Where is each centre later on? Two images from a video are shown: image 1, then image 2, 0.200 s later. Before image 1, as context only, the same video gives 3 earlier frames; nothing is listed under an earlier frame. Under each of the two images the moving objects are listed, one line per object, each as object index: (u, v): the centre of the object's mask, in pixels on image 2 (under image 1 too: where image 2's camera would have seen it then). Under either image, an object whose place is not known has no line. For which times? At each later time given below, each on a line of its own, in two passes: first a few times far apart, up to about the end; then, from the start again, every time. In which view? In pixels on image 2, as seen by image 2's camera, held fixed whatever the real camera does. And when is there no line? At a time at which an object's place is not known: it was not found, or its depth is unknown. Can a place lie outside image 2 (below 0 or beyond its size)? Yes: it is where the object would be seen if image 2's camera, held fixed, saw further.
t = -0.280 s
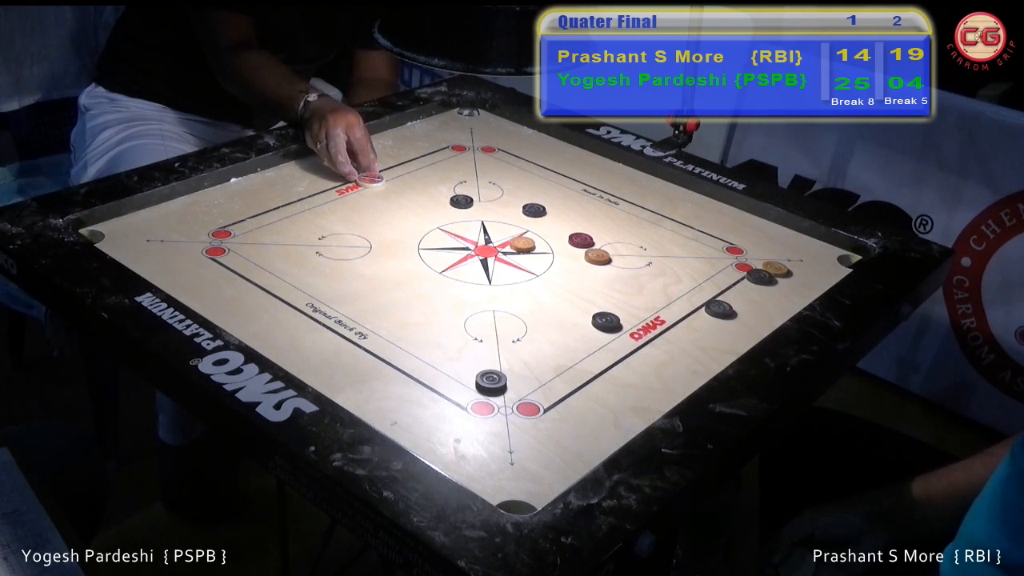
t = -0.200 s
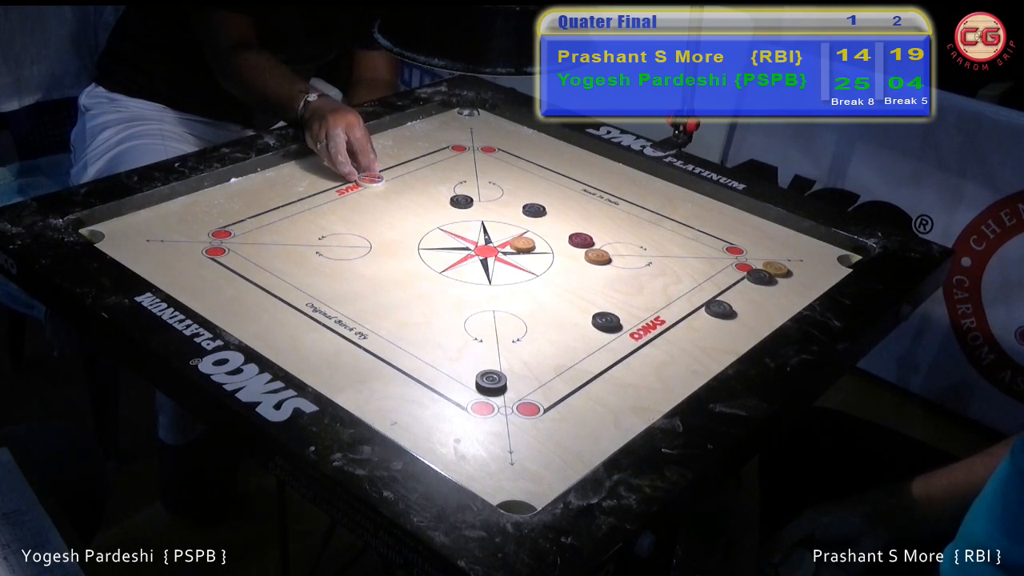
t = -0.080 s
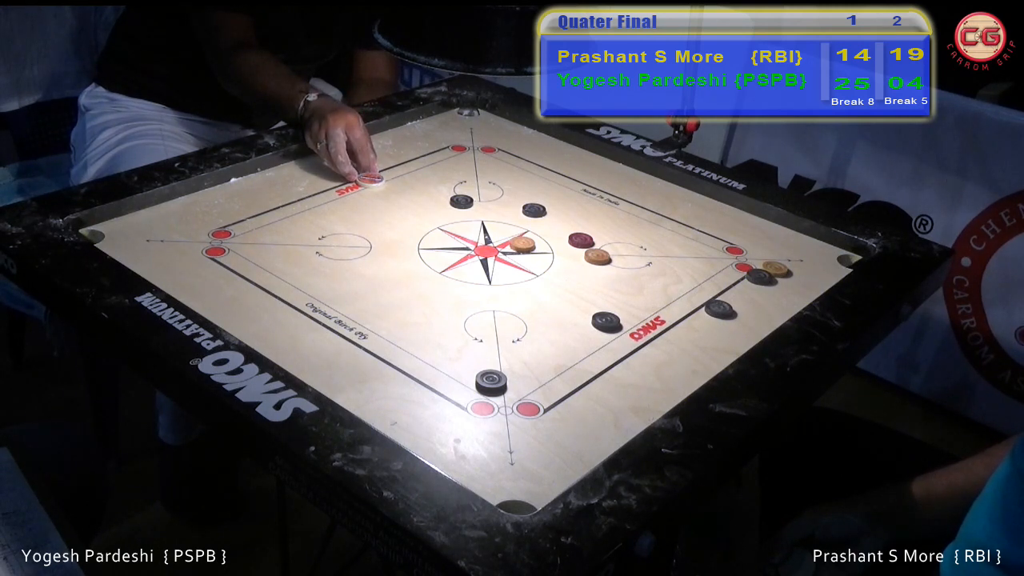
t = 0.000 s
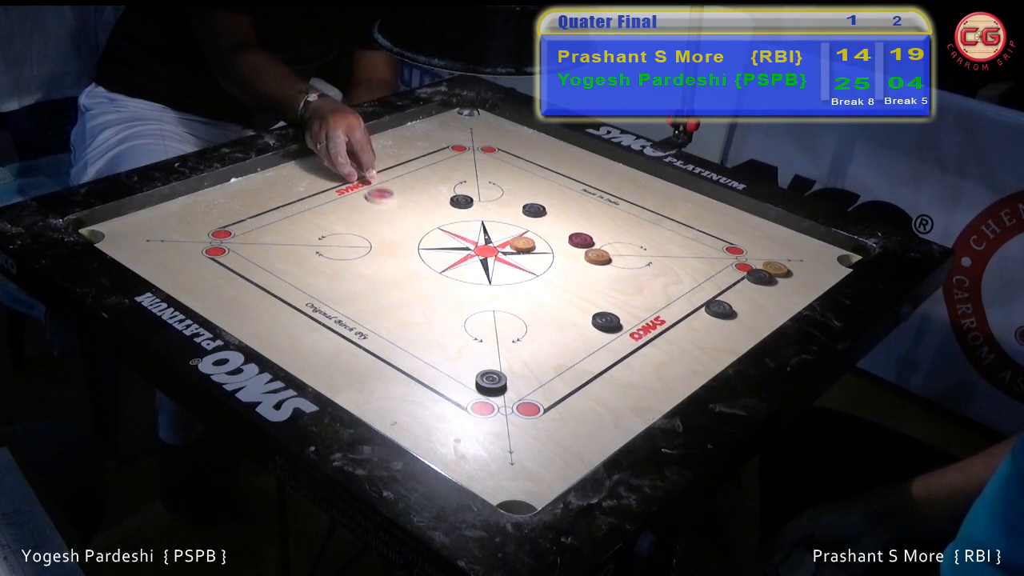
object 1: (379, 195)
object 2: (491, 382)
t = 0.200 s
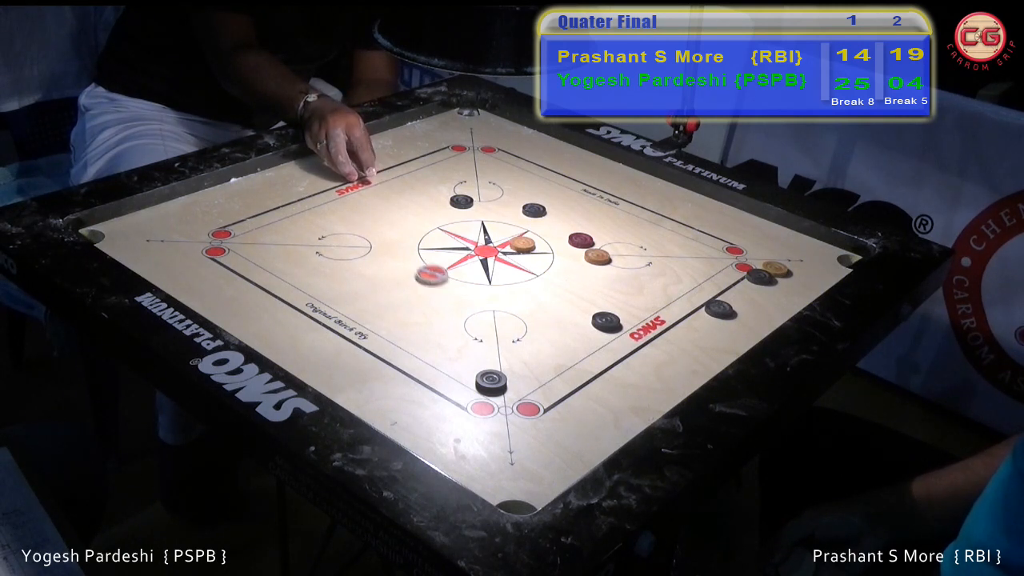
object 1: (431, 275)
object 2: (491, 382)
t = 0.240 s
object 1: (443, 292)
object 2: (491, 382)
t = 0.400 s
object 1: (490, 360)
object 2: (491, 383)
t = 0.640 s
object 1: (542, 406)
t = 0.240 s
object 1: (443, 292)
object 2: (491, 382)
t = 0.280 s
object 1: (454, 309)
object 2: (491, 382)
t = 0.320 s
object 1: (466, 326)
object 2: (491, 382)
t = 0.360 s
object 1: (478, 344)
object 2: (491, 382)
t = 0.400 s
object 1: (490, 360)
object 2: (491, 383)
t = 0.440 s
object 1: (501, 371)
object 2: (494, 406)
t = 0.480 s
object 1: (511, 379)
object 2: (499, 431)
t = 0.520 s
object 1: (520, 387)
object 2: (503, 456)
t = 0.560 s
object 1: (528, 394)
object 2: (507, 478)
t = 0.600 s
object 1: (536, 400)
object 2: (512, 500)
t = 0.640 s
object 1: (542, 406)
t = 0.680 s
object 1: (548, 410)
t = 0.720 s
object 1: (552, 413)
